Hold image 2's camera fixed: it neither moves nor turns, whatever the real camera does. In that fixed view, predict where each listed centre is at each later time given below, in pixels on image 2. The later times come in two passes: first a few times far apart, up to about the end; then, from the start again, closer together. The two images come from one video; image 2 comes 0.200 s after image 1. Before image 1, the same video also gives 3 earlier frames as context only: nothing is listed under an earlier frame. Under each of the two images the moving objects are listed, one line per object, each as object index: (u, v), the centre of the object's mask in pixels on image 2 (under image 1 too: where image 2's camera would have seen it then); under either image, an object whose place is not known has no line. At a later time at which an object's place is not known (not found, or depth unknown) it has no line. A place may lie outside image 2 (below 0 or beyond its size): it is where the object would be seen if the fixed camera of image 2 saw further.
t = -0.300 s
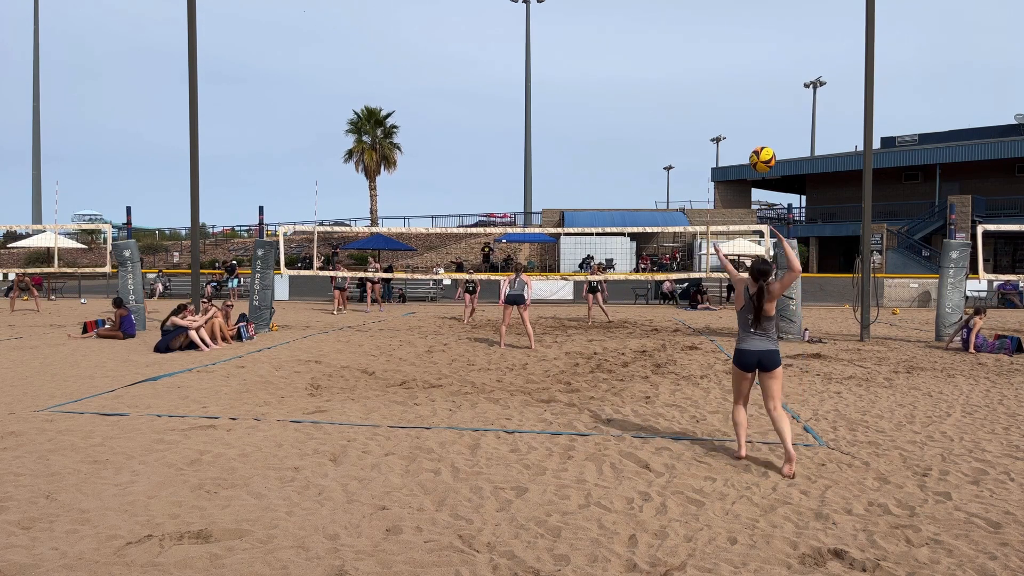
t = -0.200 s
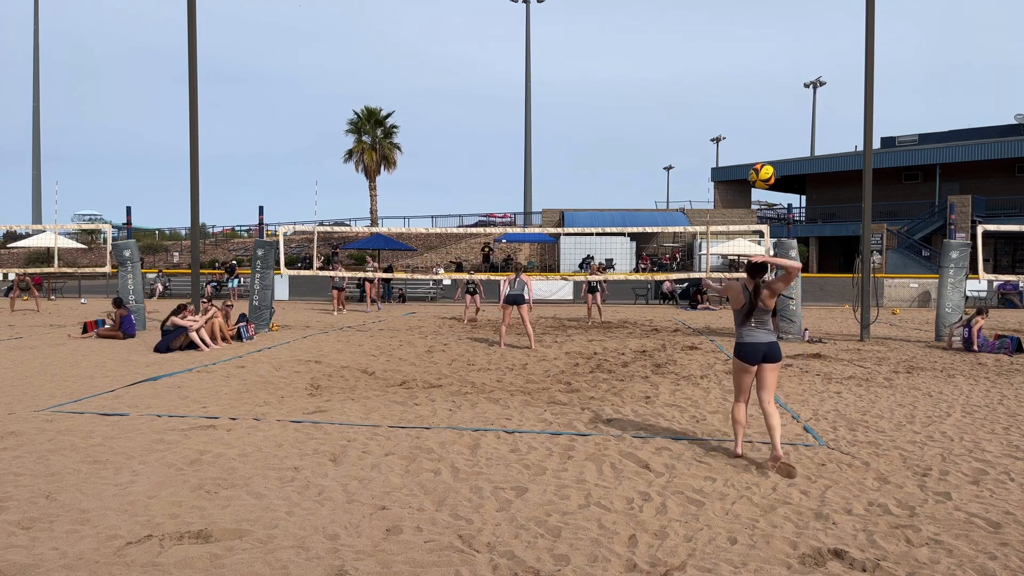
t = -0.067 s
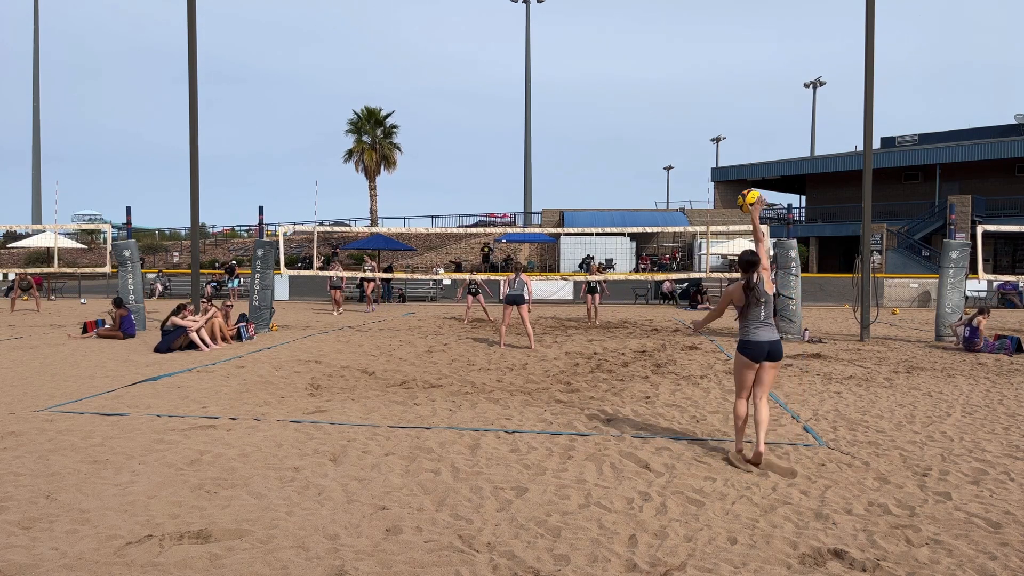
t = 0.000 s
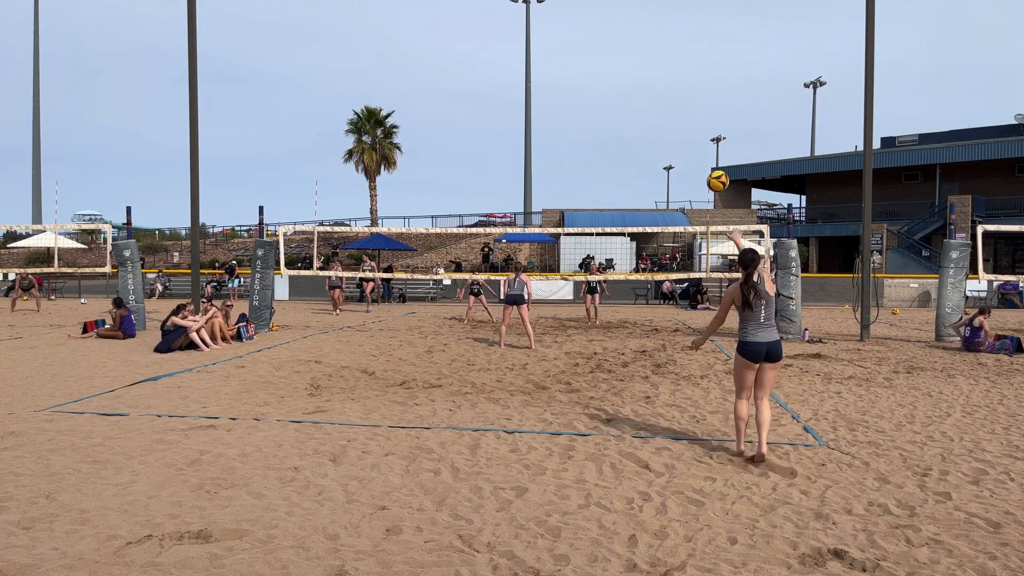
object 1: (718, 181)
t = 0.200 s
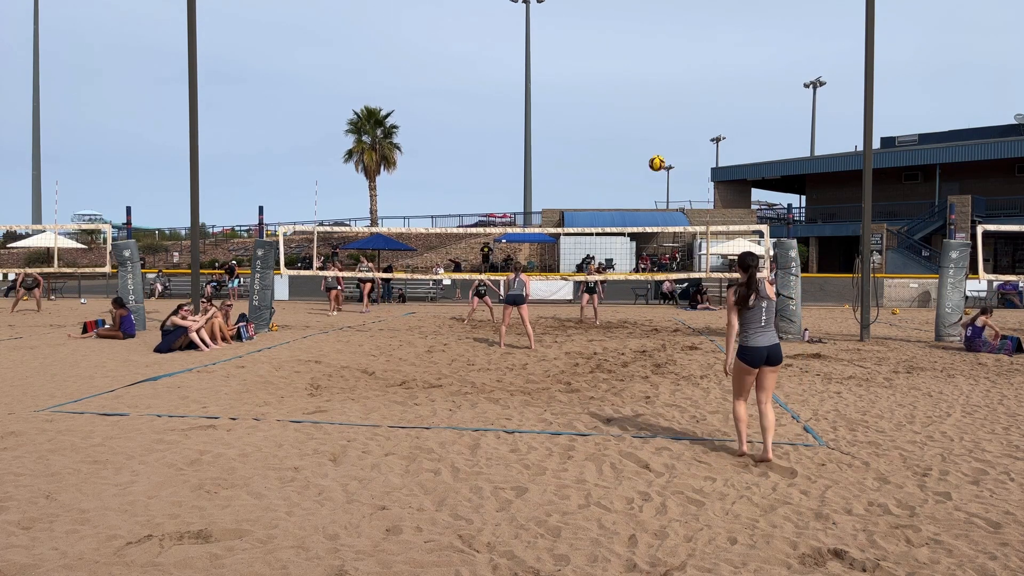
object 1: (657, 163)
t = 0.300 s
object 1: (638, 169)
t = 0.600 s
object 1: (606, 209)
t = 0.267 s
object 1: (643, 166)
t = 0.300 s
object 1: (638, 169)
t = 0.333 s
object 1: (633, 172)
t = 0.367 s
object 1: (628, 175)
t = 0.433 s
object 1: (620, 184)
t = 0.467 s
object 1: (617, 188)
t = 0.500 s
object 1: (614, 193)
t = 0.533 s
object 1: (611, 198)
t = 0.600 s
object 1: (606, 209)
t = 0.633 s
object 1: (604, 215)
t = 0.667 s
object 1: (601, 221)
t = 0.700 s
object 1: (600, 226)
